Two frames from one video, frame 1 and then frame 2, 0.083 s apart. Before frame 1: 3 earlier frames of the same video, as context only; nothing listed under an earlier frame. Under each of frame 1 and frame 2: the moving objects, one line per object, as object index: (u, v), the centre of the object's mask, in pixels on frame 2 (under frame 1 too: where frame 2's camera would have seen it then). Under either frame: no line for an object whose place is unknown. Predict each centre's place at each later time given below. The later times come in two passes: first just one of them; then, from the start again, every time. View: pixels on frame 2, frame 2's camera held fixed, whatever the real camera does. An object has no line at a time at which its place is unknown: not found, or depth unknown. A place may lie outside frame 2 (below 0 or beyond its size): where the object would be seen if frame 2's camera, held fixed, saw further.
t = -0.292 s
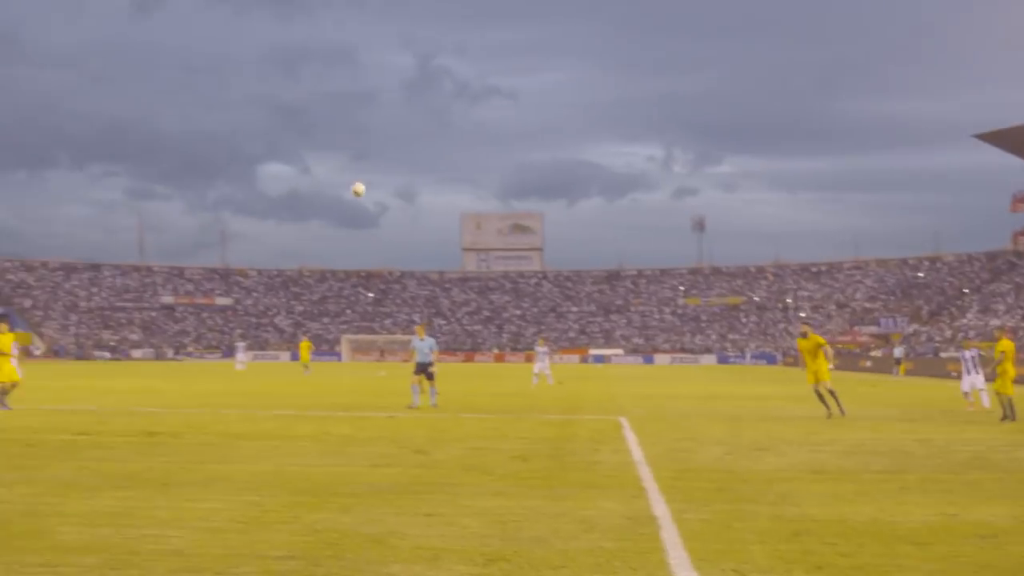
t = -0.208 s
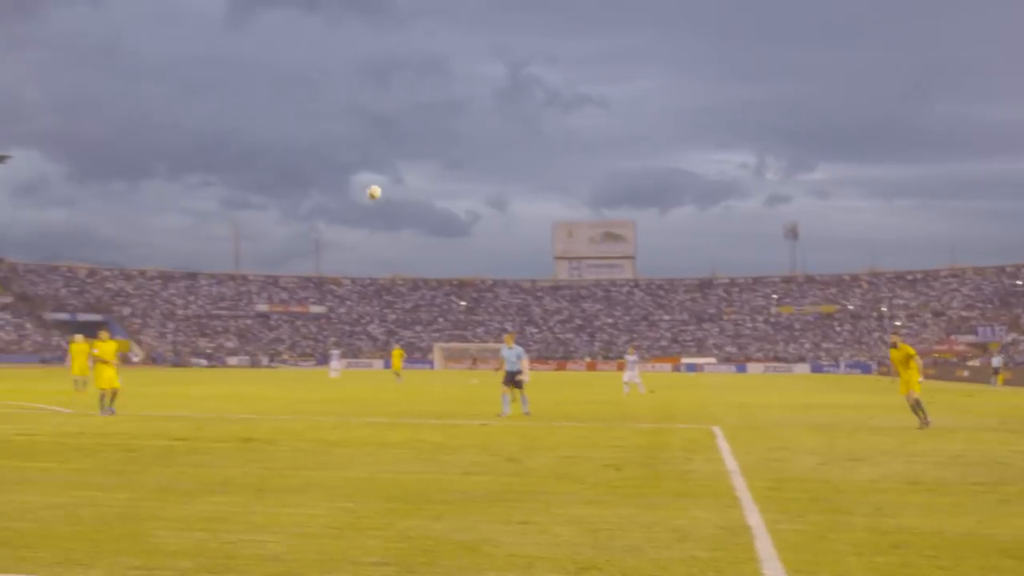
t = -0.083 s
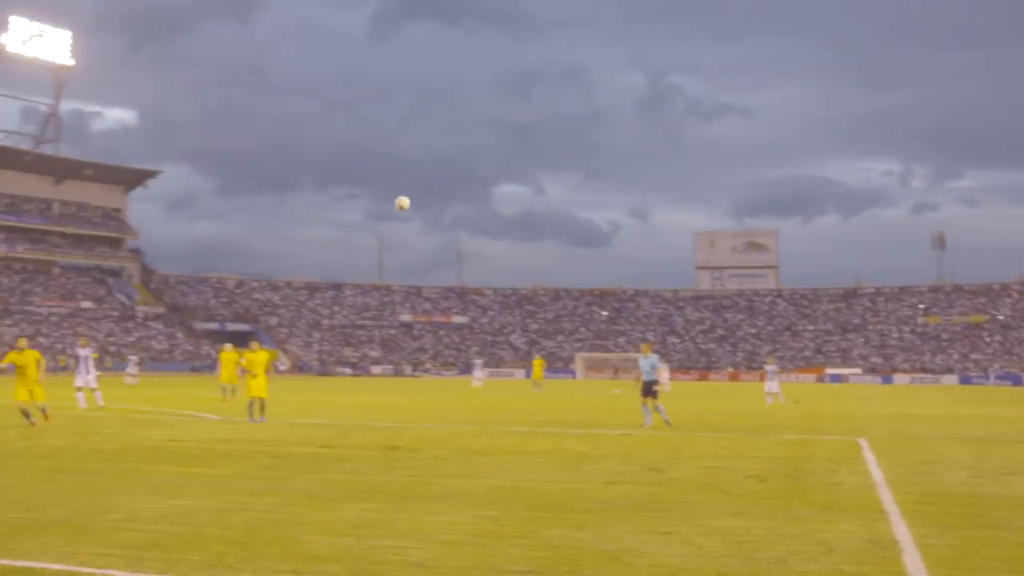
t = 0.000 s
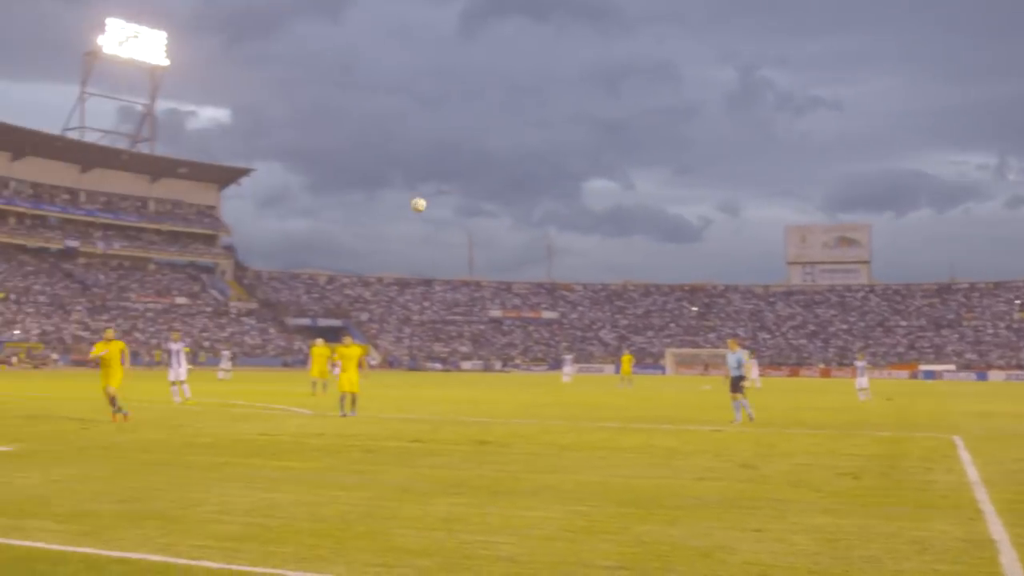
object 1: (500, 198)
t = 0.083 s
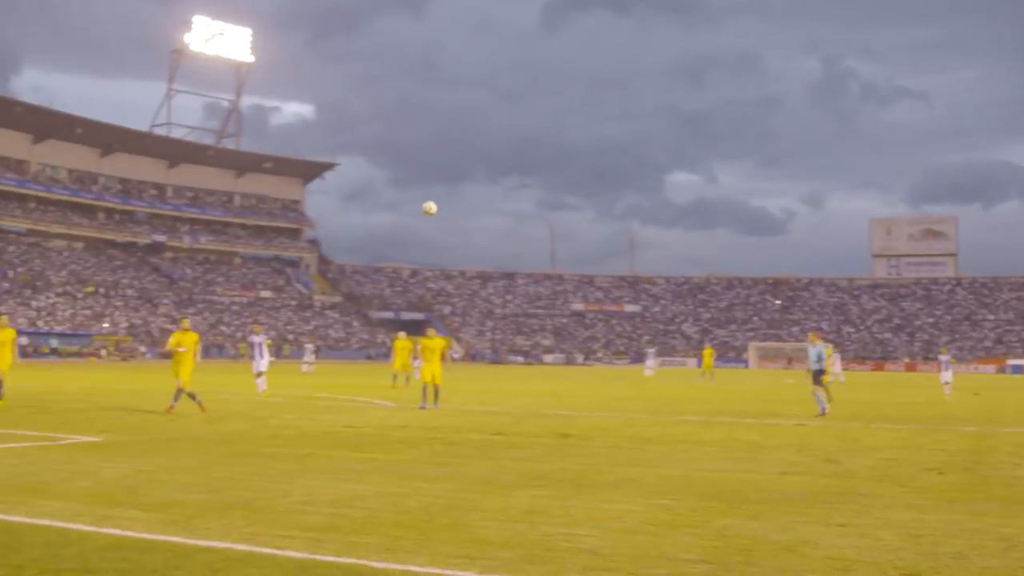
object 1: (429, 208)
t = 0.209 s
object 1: (325, 229)
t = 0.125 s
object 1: (394, 214)
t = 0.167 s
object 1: (360, 221)
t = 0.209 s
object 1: (325, 229)
